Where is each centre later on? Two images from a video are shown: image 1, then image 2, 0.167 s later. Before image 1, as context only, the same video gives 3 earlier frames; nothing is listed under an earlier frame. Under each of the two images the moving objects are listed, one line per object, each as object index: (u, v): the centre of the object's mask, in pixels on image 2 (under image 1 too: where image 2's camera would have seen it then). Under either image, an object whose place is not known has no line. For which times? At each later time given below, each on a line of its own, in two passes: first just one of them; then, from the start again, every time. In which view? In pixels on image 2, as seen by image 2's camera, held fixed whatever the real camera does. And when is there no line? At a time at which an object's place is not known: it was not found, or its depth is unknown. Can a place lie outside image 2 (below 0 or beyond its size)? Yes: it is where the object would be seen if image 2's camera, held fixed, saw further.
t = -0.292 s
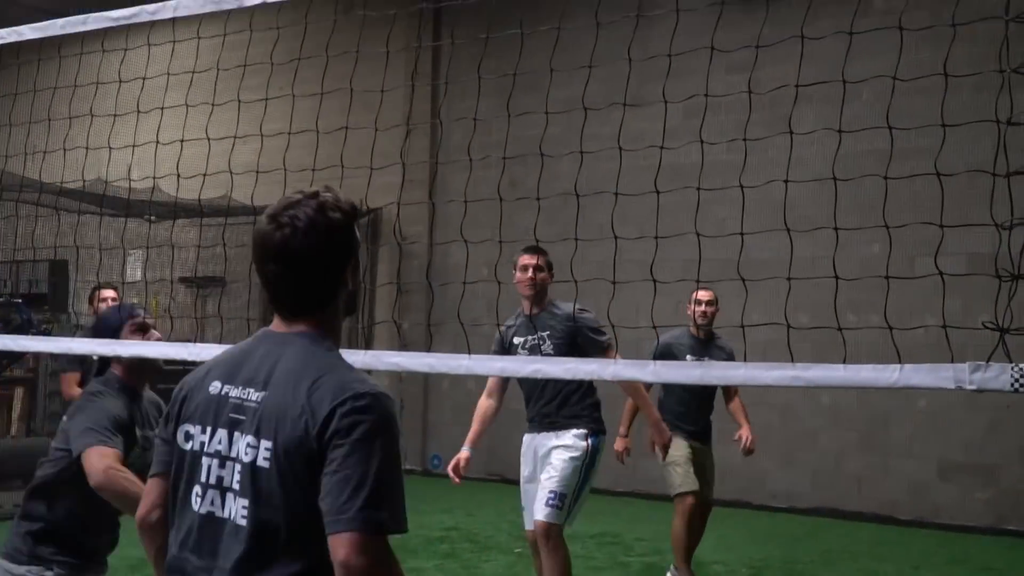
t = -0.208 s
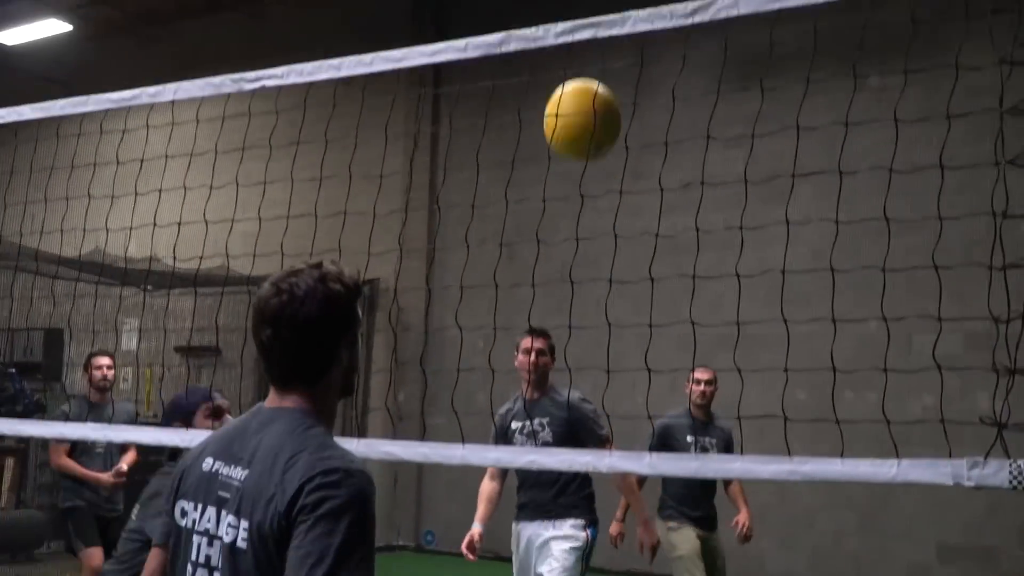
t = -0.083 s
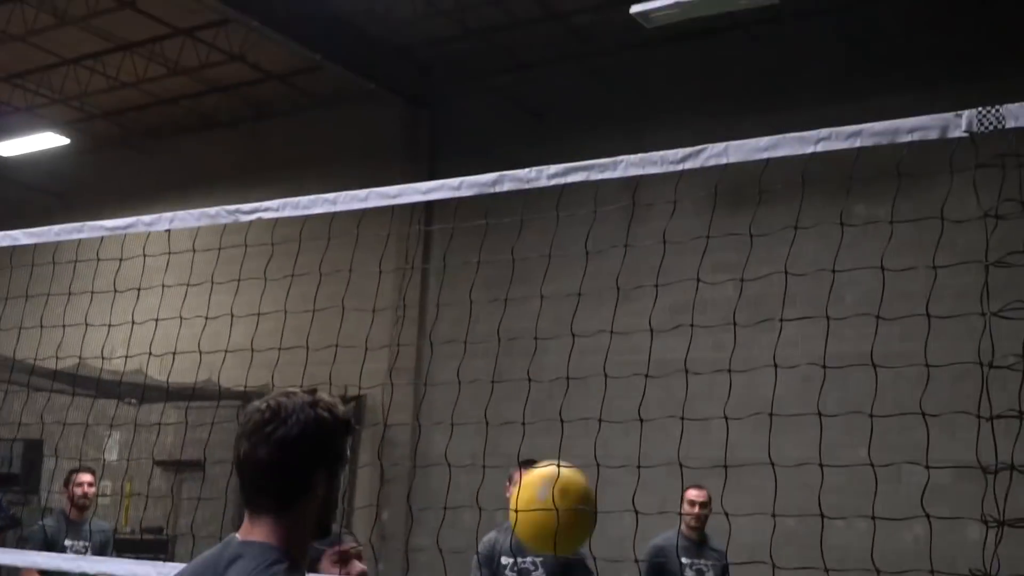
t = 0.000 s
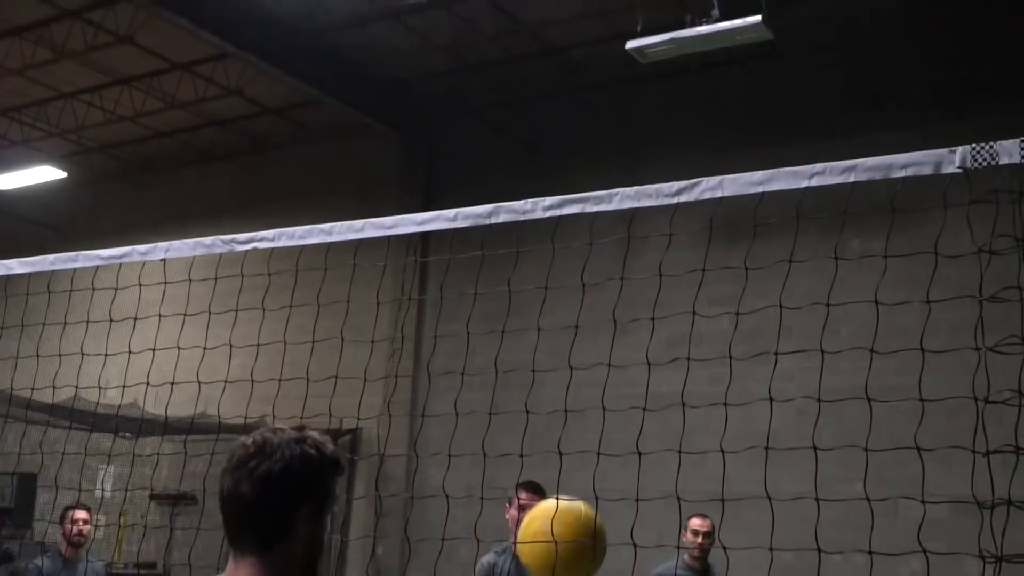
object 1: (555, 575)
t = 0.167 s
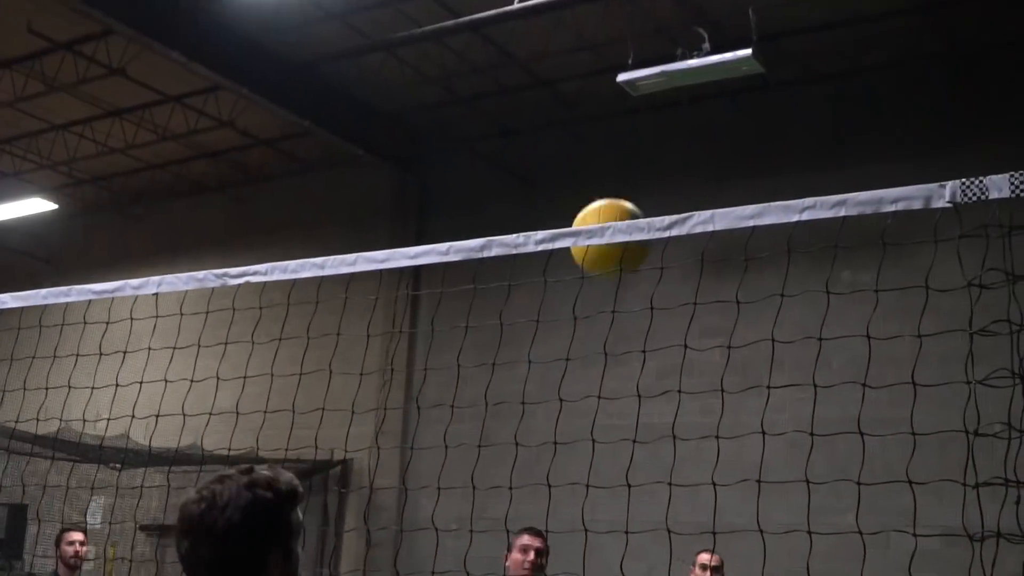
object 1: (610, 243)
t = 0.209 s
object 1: (620, 179)
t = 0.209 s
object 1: (620, 179)
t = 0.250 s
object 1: (632, 130)
